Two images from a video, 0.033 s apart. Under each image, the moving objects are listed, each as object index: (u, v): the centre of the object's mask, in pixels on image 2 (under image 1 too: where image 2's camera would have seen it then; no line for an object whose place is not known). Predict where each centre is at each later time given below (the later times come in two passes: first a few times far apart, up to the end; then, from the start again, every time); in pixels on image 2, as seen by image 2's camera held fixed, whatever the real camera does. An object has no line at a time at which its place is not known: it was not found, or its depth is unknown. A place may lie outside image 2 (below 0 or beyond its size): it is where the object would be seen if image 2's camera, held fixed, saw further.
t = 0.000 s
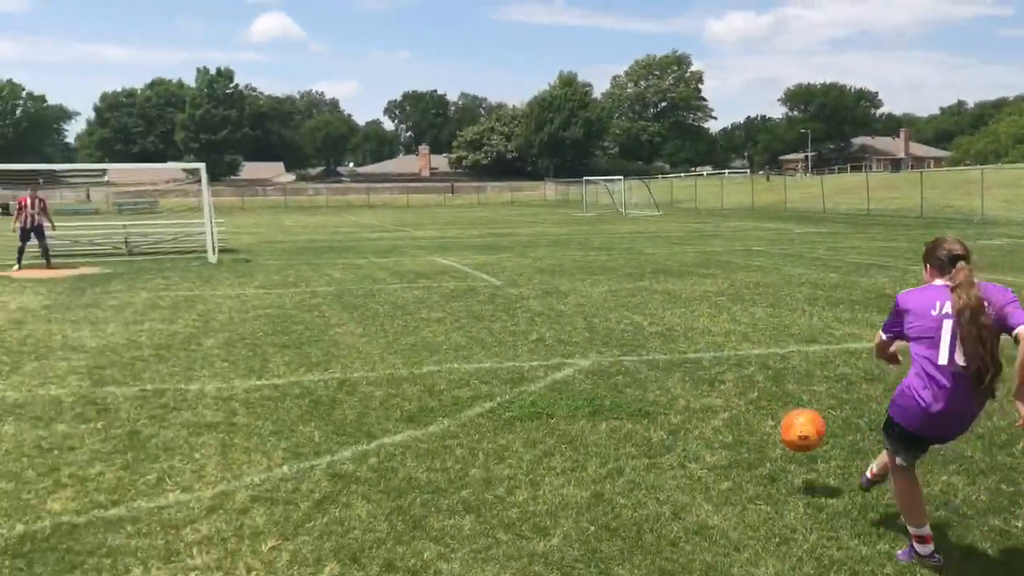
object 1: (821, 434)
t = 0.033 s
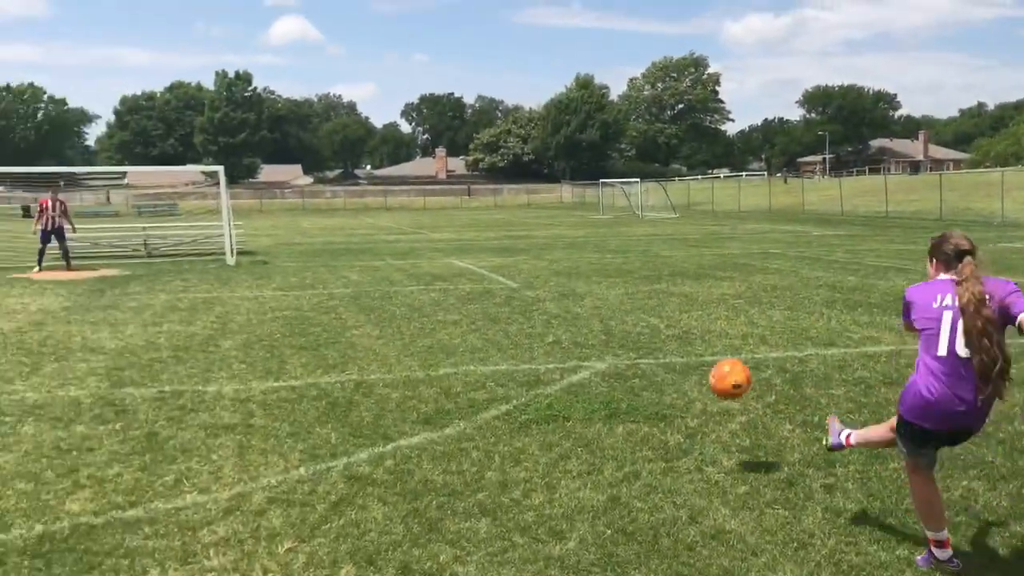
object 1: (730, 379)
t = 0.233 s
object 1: (406, 203)
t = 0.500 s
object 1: (202, 135)
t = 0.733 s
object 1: (95, 135)
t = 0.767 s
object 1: (82, 137)
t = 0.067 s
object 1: (654, 335)
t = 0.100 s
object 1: (589, 298)
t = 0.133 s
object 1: (534, 267)
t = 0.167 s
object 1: (487, 241)
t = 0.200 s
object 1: (444, 220)
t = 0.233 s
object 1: (406, 203)
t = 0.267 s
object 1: (372, 187)
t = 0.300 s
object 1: (339, 175)
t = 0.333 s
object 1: (312, 165)
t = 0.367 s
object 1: (287, 155)
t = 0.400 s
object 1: (263, 149)
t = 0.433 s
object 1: (241, 143)
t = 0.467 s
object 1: (220, 139)
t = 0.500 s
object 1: (202, 135)
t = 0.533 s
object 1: (184, 134)
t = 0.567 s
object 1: (168, 133)
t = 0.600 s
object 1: (151, 132)
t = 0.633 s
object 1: (136, 132)
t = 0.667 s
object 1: (118, 134)
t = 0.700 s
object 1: (105, 136)
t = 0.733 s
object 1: (95, 135)
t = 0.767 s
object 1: (82, 137)
